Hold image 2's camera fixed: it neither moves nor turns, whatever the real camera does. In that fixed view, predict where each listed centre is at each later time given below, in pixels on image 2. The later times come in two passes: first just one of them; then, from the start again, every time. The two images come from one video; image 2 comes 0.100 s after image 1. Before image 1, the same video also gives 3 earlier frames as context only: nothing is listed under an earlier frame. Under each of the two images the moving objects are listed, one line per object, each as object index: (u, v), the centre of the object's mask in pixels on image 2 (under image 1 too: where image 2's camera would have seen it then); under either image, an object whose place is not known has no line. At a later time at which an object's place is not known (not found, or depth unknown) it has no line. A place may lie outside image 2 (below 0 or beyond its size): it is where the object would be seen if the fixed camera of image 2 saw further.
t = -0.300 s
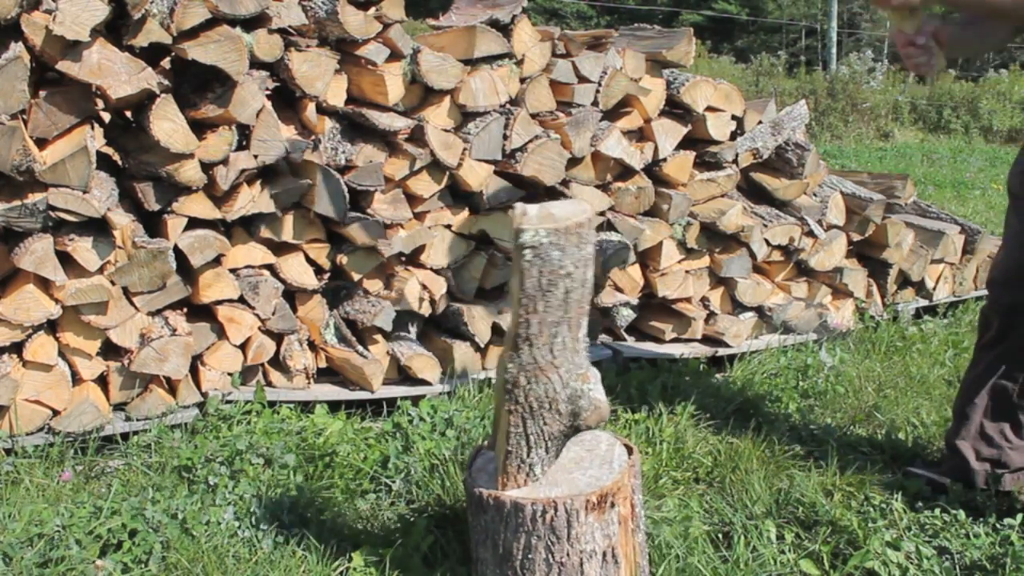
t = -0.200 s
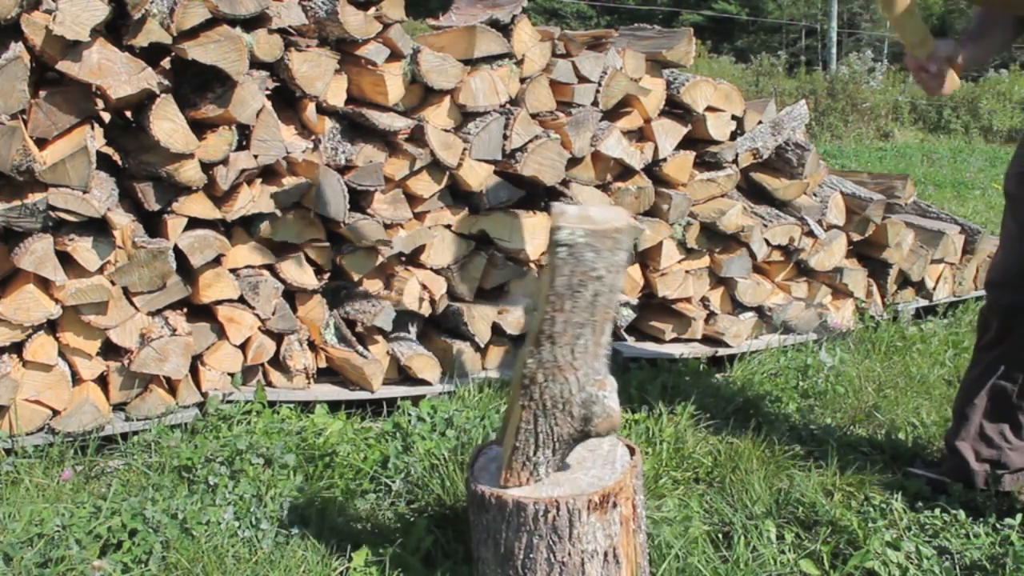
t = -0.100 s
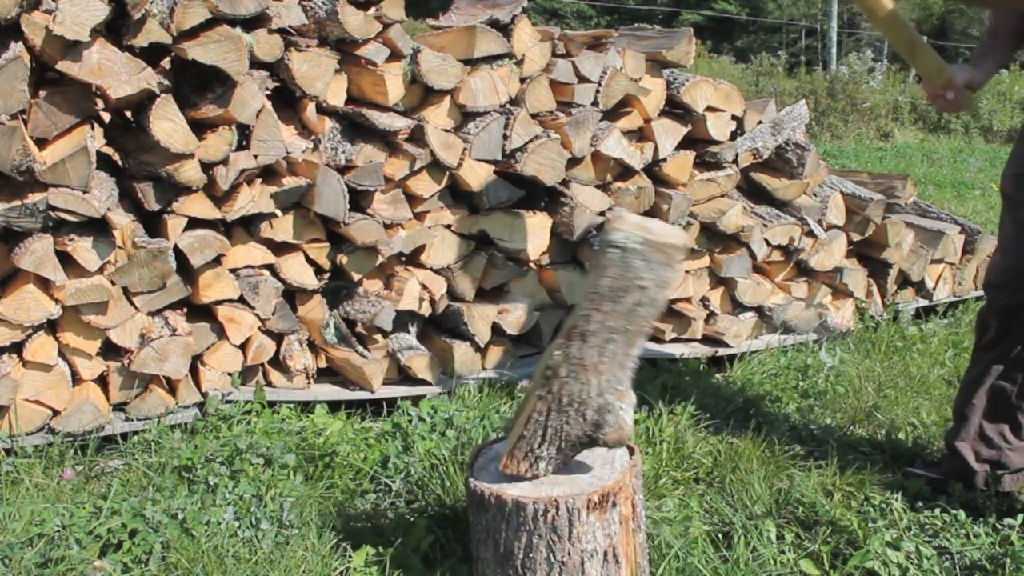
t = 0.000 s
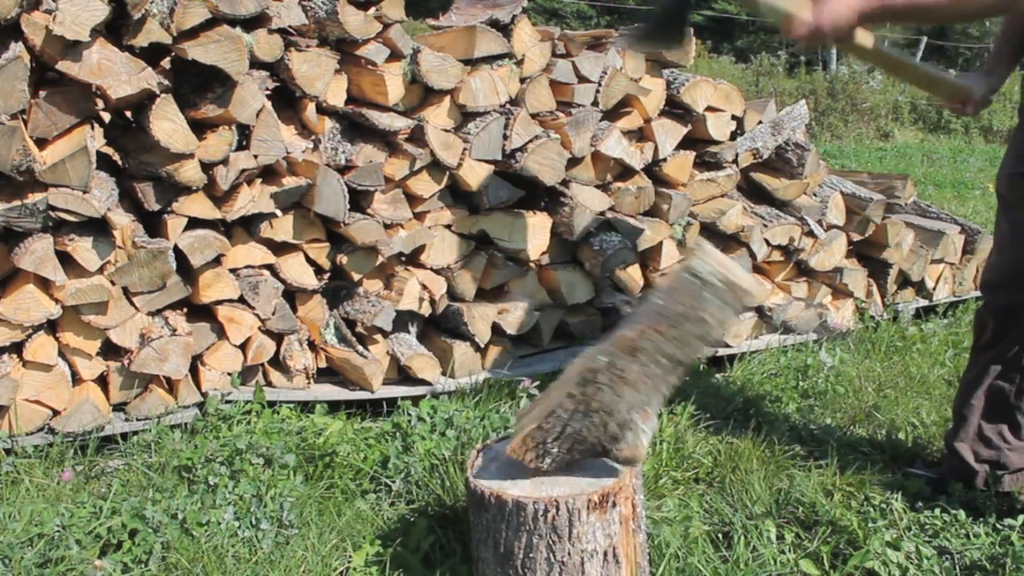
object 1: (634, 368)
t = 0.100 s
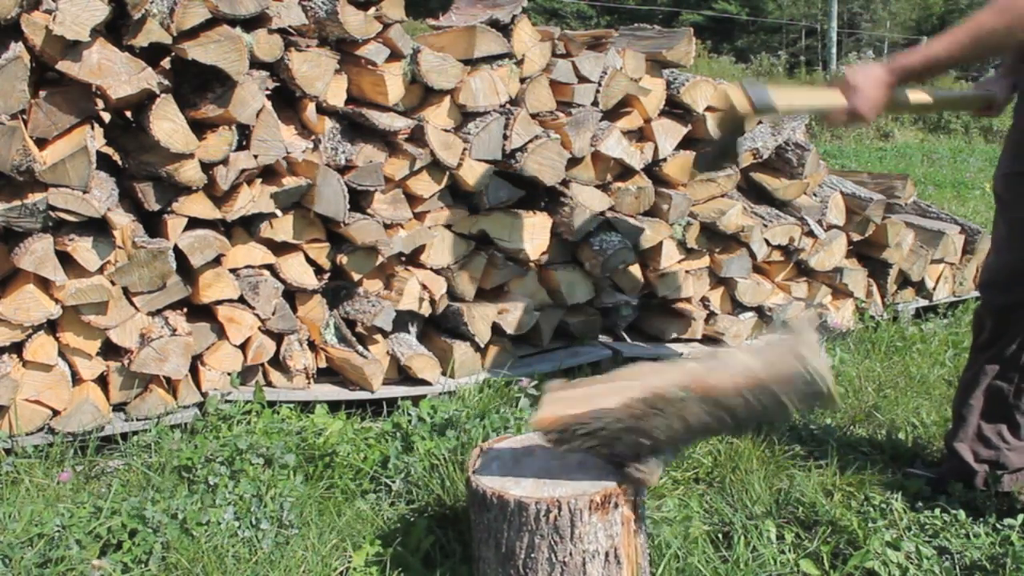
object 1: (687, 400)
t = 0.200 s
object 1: (745, 476)
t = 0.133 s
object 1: (706, 419)
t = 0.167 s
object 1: (725, 442)
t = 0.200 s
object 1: (745, 476)
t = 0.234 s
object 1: (746, 505)
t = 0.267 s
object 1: (735, 522)
